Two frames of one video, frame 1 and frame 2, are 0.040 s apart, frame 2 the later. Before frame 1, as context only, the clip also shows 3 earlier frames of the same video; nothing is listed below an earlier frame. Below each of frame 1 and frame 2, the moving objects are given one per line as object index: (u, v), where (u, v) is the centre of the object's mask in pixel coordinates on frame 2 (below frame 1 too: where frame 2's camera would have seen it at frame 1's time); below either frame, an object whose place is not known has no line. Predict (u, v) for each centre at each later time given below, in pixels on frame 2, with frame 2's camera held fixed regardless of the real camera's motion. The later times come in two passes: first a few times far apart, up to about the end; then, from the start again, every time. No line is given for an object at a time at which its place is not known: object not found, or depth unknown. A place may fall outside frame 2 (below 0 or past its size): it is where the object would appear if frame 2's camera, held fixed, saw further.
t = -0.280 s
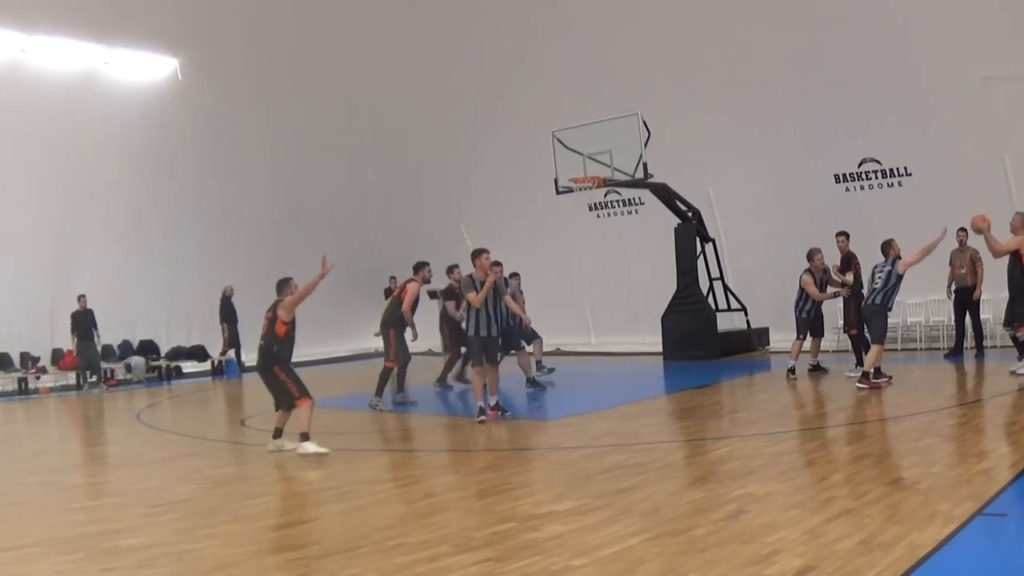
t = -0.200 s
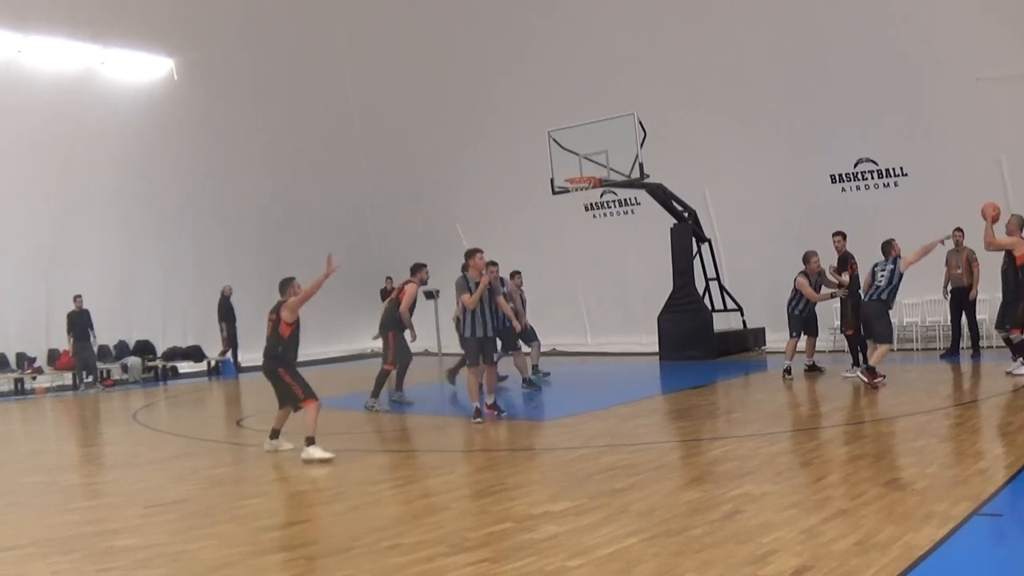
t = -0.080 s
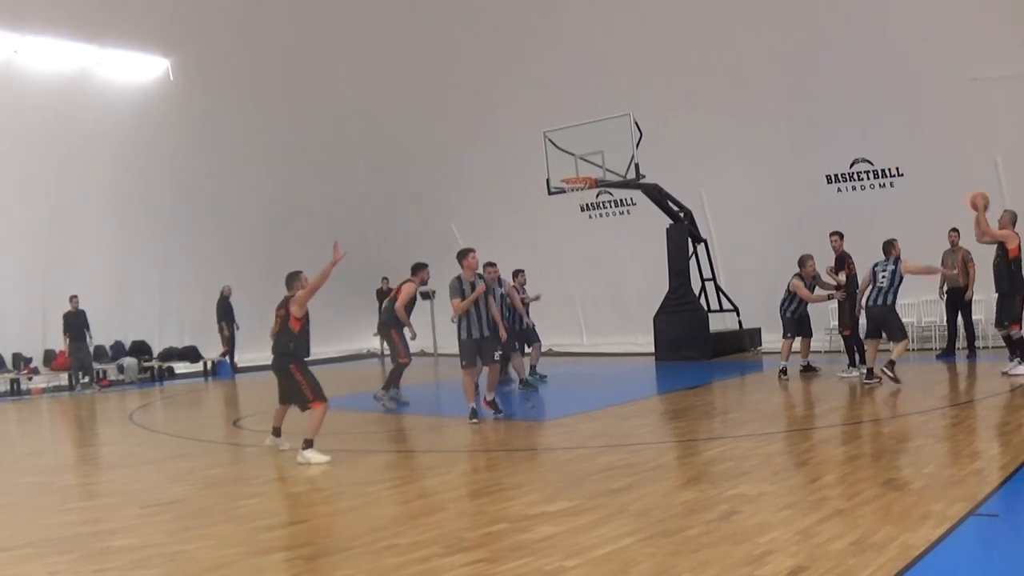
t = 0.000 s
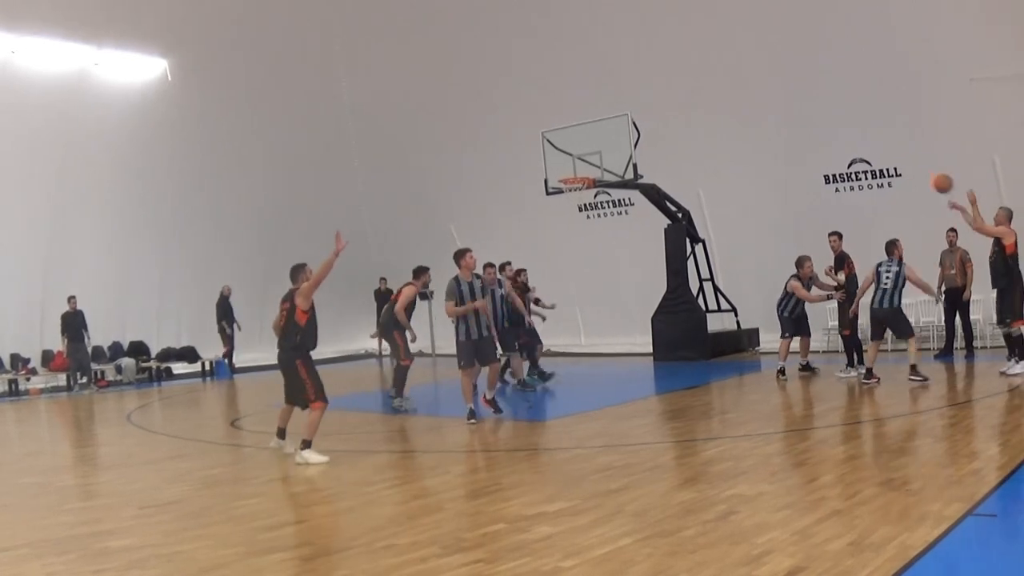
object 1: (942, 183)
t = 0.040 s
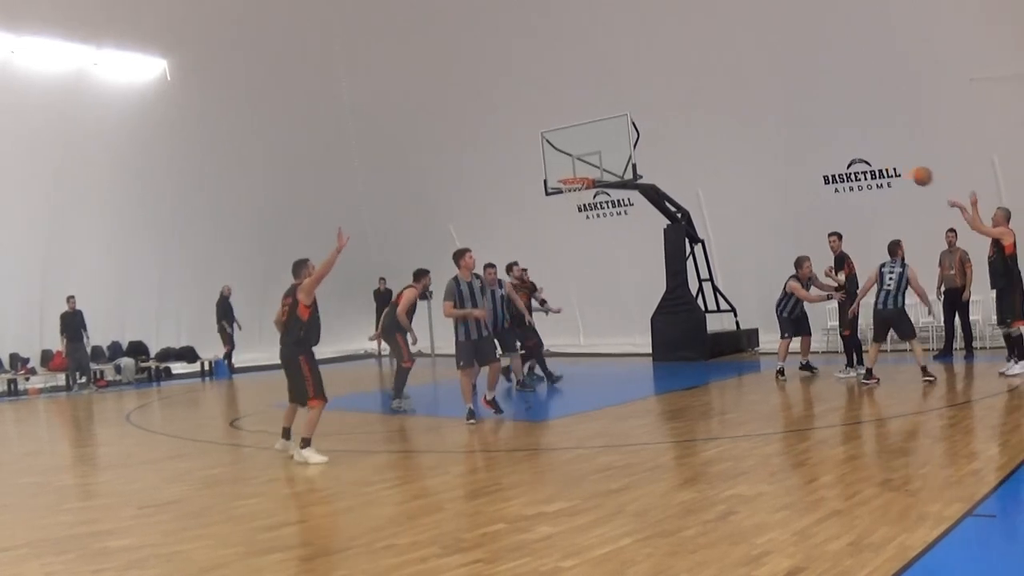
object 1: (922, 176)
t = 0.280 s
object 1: (808, 158)
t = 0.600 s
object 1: (679, 201)
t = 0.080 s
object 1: (903, 169)
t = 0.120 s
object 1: (883, 164)
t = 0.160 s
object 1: (864, 161)
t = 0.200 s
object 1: (843, 159)
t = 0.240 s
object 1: (826, 157)
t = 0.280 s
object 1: (808, 158)
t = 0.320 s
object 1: (790, 160)
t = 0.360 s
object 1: (773, 162)
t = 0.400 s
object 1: (757, 166)
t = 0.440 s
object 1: (740, 171)
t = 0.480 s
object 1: (724, 177)
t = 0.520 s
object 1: (709, 185)
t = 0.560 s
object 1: (694, 193)
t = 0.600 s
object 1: (679, 201)
